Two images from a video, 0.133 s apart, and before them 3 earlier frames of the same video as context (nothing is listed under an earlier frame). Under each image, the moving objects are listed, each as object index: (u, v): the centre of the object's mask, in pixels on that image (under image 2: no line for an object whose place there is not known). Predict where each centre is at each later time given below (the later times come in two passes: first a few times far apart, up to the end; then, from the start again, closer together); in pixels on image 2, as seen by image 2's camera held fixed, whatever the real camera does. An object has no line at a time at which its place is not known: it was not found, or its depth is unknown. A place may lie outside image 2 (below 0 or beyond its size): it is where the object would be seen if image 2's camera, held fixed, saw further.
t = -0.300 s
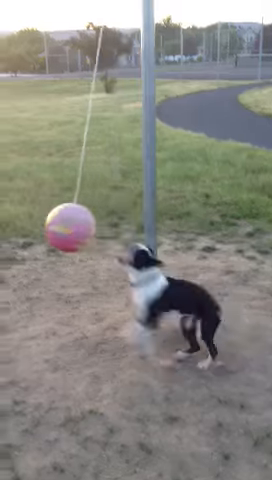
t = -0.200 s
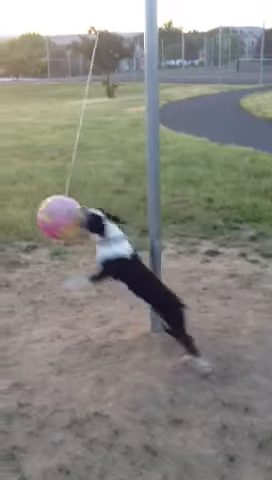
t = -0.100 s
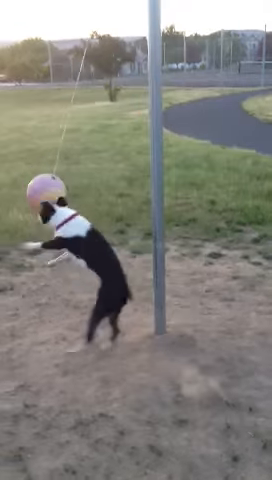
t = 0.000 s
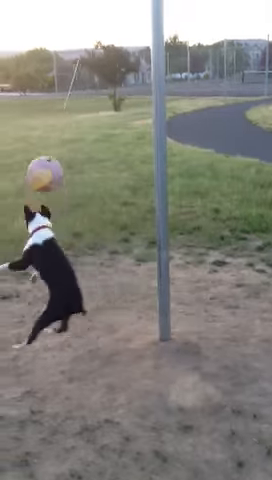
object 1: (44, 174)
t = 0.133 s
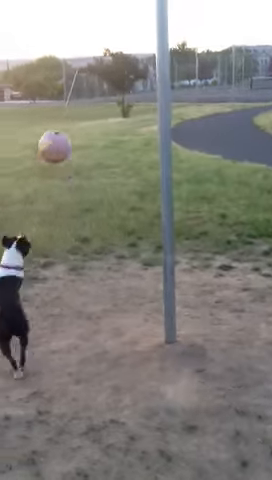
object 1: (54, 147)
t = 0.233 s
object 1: (60, 125)
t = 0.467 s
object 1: (85, 104)
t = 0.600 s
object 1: (110, 111)
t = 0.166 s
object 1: (55, 139)
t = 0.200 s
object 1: (57, 132)
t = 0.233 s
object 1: (60, 125)
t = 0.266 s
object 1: (63, 120)
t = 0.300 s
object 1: (65, 115)
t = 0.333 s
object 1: (68, 112)
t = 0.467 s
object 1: (85, 104)
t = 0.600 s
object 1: (110, 111)
